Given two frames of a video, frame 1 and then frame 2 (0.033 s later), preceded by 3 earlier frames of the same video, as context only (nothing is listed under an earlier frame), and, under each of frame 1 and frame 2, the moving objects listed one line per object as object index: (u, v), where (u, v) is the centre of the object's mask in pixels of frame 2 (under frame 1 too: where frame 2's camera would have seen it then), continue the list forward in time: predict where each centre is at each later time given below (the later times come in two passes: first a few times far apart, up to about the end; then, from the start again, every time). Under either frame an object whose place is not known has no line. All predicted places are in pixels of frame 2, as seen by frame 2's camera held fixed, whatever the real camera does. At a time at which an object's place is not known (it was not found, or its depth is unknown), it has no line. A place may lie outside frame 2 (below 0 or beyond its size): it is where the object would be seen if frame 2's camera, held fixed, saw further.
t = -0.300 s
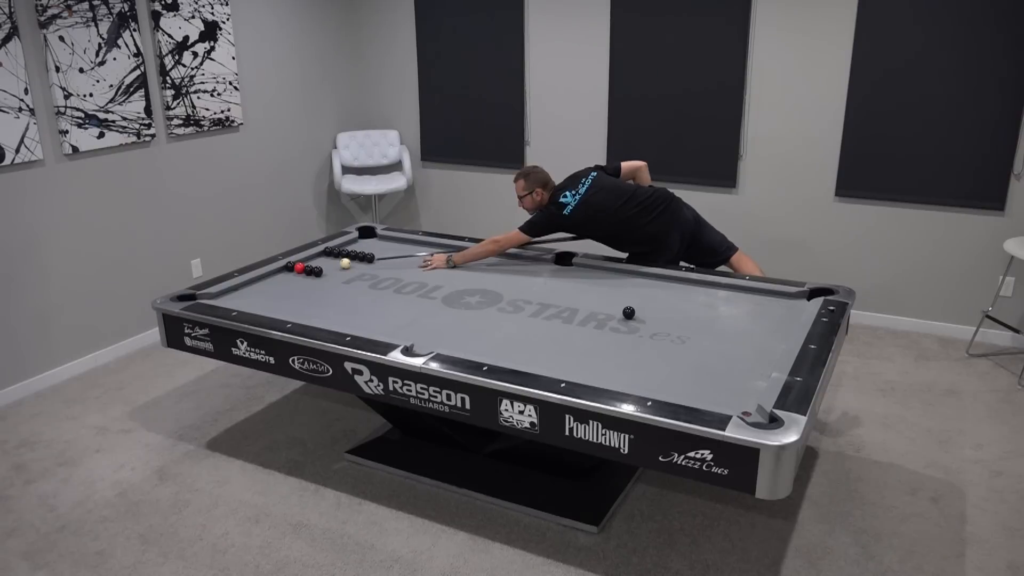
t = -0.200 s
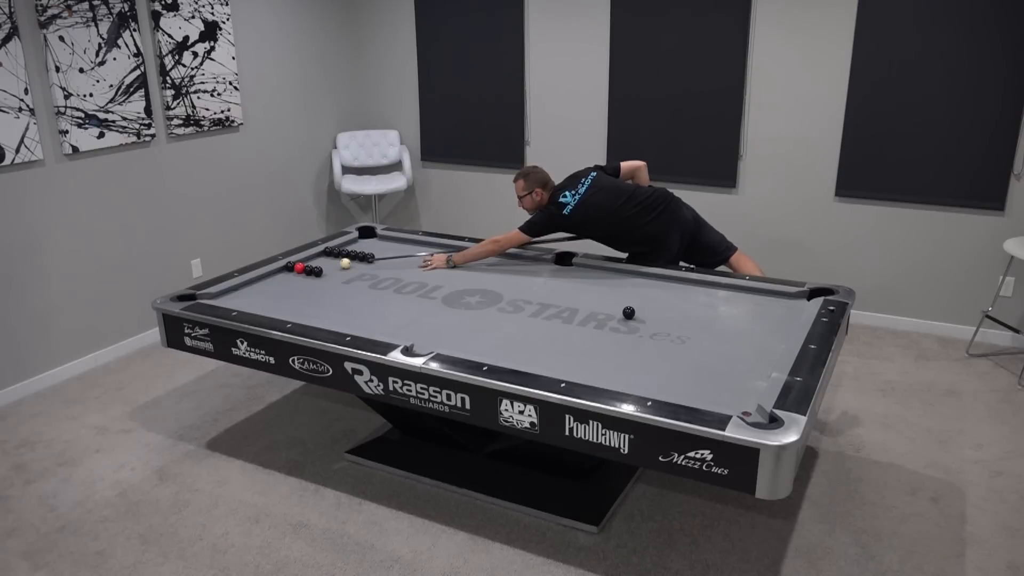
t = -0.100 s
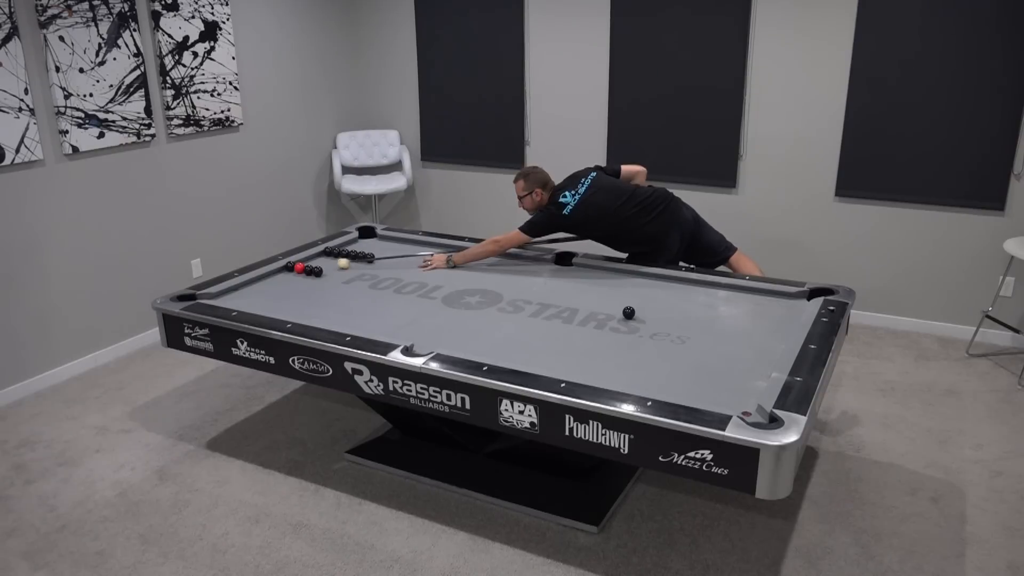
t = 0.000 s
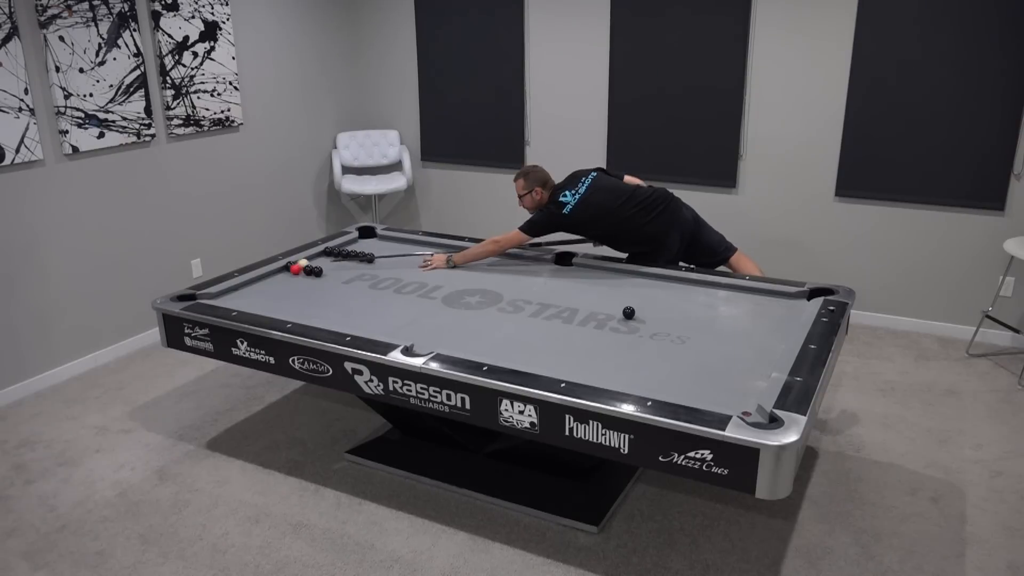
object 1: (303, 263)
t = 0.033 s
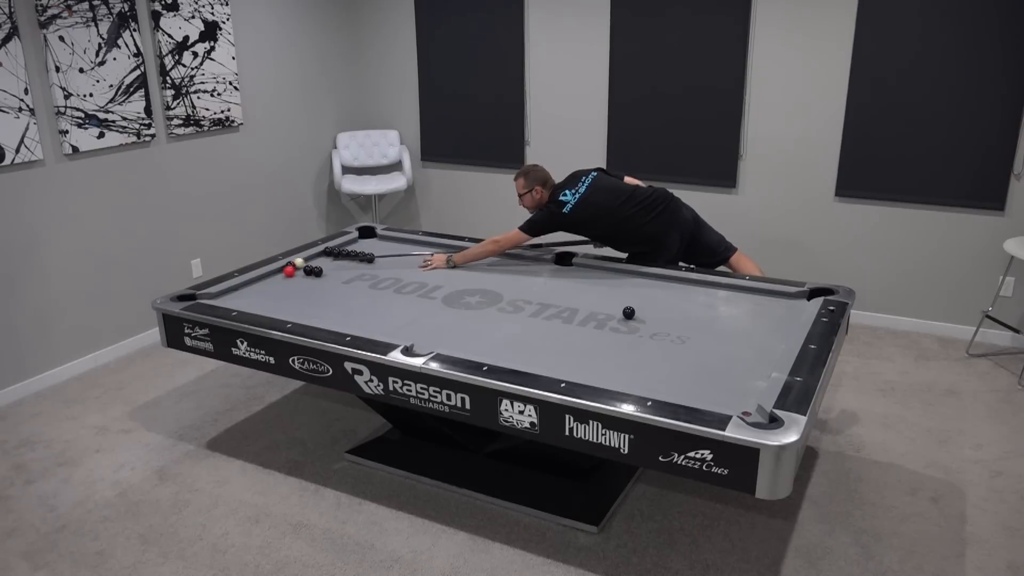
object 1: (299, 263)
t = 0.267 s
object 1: (340, 267)
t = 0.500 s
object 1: (375, 270)
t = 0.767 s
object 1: (414, 274)
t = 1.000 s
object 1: (448, 276)
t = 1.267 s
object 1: (488, 280)
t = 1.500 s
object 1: (522, 283)
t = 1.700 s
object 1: (551, 285)
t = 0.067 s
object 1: (304, 262)
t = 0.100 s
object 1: (312, 262)
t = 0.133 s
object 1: (319, 263)
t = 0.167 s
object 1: (325, 265)
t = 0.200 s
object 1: (330, 266)
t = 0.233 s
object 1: (336, 267)
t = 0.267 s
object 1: (340, 267)
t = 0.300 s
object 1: (345, 268)
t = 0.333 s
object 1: (350, 268)
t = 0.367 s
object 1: (355, 268)
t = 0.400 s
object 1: (360, 269)
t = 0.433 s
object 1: (365, 269)
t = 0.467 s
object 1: (370, 270)
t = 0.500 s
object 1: (375, 270)
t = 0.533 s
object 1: (379, 270)
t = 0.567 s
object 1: (385, 271)
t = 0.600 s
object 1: (390, 271)
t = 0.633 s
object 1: (394, 272)
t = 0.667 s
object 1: (399, 272)
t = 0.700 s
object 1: (404, 273)
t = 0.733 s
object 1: (409, 273)
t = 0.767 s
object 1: (414, 274)
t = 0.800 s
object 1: (419, 274)
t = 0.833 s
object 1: (424, 274)
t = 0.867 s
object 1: (429, 275)
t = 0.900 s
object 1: (434, 275)
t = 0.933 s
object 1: (439, 276)
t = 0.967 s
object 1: (443, 276)
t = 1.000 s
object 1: (448, 276)
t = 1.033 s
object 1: (453, 277)
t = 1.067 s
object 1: (458, 277)
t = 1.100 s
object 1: (463, 278)
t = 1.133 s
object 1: (468, 278)
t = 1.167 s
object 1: (473, 279)
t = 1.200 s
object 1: (478, 279)
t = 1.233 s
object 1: (483, 280)
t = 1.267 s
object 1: (488, 280)
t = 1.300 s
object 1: (493, 280)
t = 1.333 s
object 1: (498, 281)
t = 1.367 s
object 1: (503, 281)
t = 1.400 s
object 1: (508, 282)
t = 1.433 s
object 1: (512, 282)
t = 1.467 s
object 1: (517, 282)
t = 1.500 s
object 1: (522, 283)
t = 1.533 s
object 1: (527, 283)
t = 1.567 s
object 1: (532, 284)
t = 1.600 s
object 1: (537, 284)
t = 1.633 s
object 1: (542, 284)
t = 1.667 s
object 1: (547, 285)
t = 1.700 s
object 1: (551, 285)
